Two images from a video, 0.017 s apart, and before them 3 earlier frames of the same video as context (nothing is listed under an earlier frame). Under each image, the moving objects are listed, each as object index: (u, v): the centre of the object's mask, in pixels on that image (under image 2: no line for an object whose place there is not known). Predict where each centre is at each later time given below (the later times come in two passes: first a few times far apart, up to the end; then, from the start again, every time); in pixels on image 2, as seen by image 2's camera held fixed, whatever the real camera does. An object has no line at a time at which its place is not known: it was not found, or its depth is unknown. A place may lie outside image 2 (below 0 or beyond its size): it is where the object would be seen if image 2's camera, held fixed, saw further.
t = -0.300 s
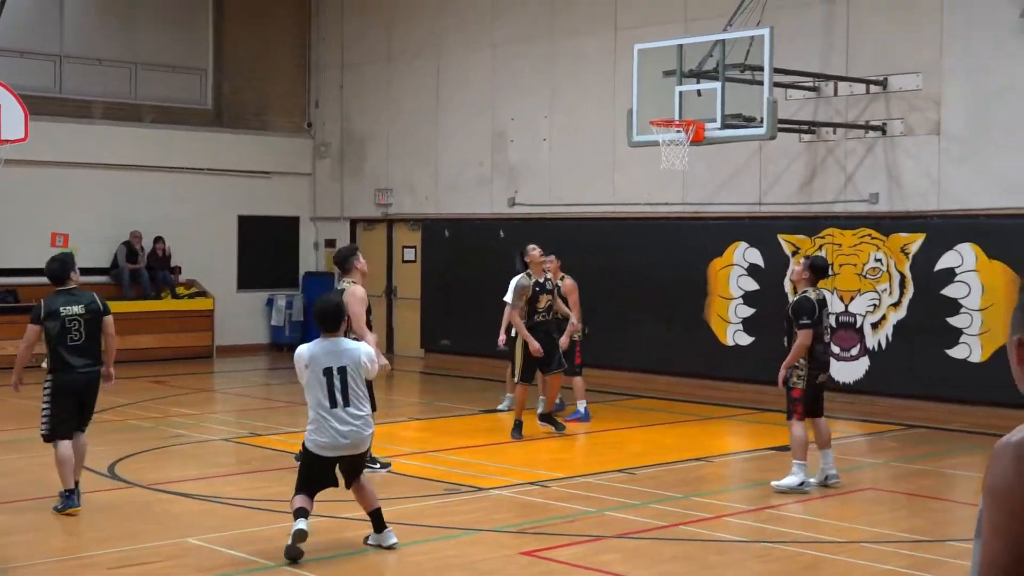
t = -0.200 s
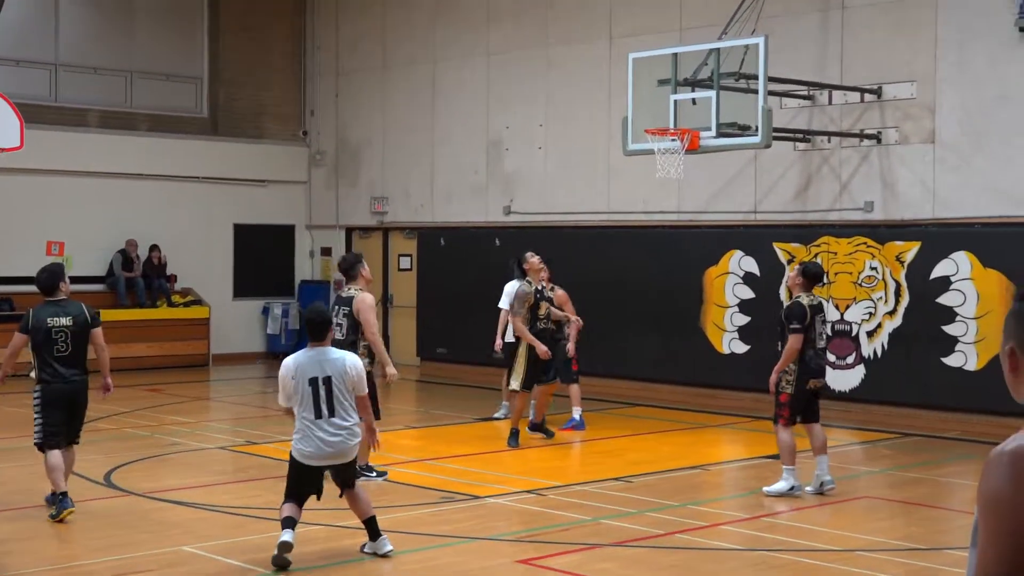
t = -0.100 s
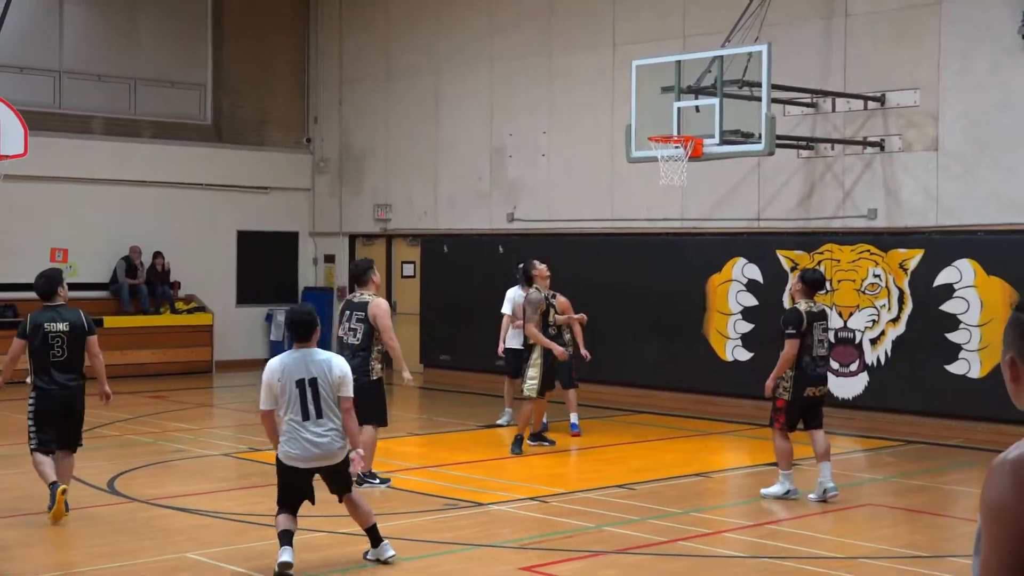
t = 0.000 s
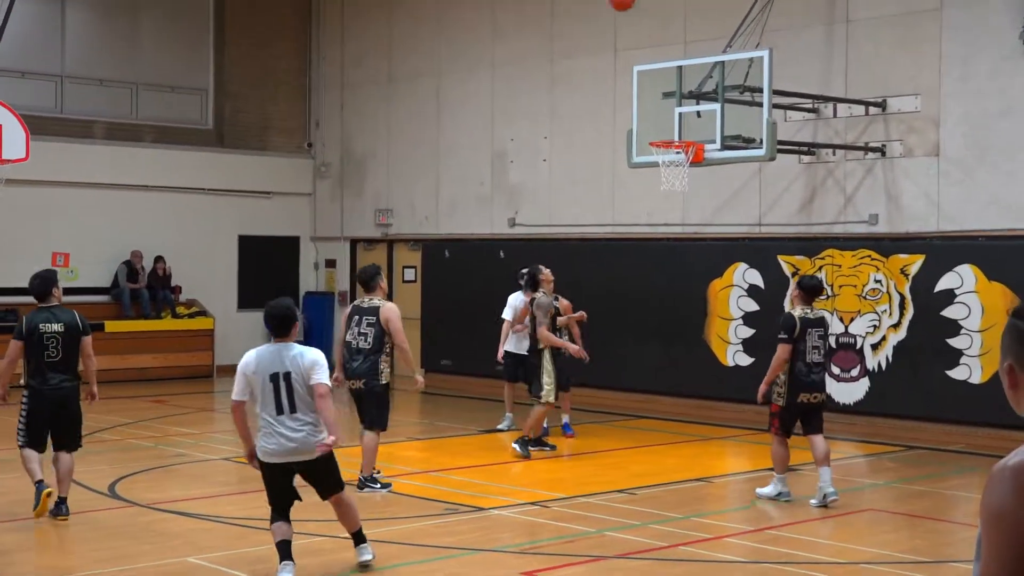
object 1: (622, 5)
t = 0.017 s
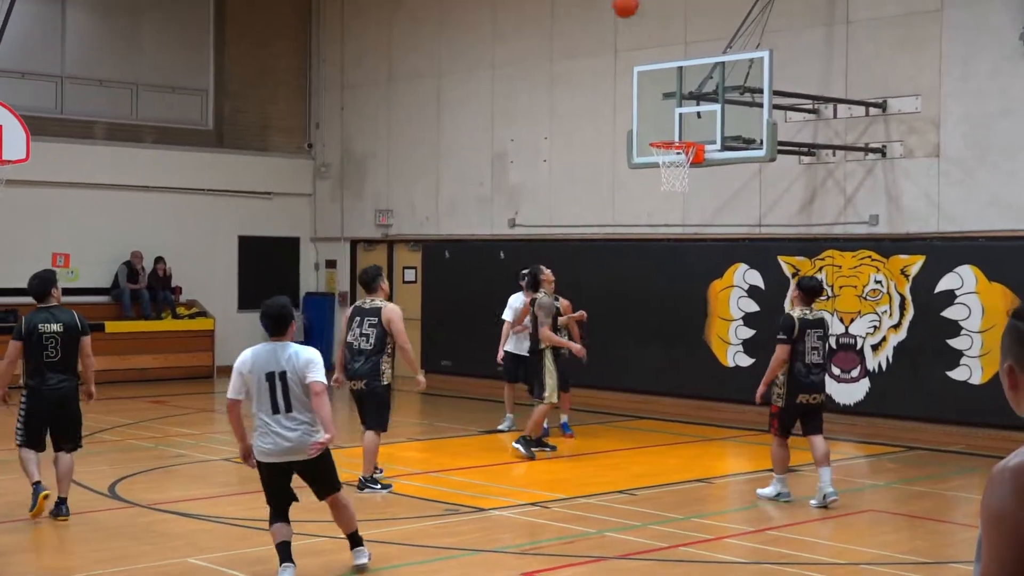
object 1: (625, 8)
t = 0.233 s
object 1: (661, 100)
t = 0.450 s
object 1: (677, 183)
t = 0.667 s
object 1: (666, 263)
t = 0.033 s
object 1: (628, 11)
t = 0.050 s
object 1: (631, 16)
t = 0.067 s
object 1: (634, 23)
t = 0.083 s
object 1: (637, 30)
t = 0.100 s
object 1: (640, 36)
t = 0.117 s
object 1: (643, 44)
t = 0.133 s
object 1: (645, 51)
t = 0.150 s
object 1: (648, 59)
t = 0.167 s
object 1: (651, 67)
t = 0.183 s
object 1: (654, 75)
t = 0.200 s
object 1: (657, 83)
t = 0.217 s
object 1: (659, 91)
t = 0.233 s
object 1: (661, 100)
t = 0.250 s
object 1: (663, 108)
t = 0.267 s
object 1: (666, 117)
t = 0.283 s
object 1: (668, 125)
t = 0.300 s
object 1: (669, 133)
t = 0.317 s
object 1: (669, 142)
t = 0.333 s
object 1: (674, 154)
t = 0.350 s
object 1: (674, 161)
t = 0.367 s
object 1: (677, 164)
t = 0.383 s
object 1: (679, 169)
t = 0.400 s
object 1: (679, 169)
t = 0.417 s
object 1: (678, 174)
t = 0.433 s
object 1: (678, 179)
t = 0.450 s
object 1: (677, 183)
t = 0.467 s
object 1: (676, 188)
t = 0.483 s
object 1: (675, 193)
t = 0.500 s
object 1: (675, 198)
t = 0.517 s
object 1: (674, 203)
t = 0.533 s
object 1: (673, 209)
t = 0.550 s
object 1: (672, 215)
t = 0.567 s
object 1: (671, 221)
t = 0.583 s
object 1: (670, 227)
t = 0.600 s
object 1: (670, 234)
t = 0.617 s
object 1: (669, 241)
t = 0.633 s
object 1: (668, 248)
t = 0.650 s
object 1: (667, 256)
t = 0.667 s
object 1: (666, 263)
